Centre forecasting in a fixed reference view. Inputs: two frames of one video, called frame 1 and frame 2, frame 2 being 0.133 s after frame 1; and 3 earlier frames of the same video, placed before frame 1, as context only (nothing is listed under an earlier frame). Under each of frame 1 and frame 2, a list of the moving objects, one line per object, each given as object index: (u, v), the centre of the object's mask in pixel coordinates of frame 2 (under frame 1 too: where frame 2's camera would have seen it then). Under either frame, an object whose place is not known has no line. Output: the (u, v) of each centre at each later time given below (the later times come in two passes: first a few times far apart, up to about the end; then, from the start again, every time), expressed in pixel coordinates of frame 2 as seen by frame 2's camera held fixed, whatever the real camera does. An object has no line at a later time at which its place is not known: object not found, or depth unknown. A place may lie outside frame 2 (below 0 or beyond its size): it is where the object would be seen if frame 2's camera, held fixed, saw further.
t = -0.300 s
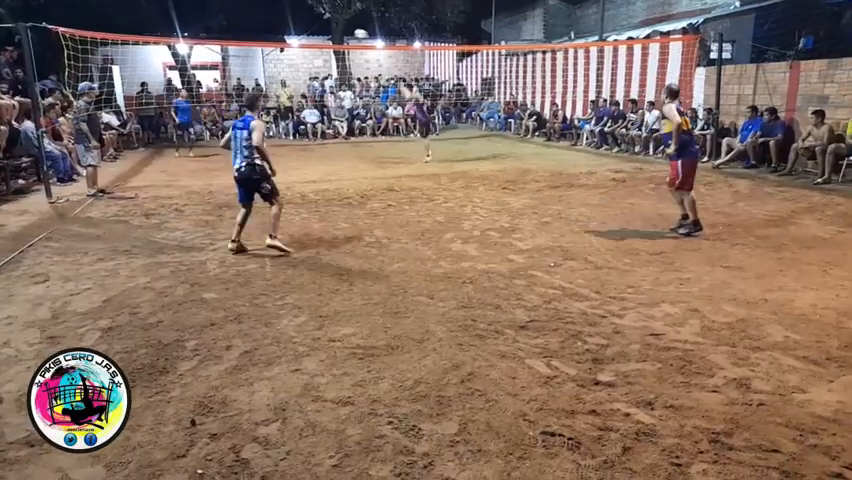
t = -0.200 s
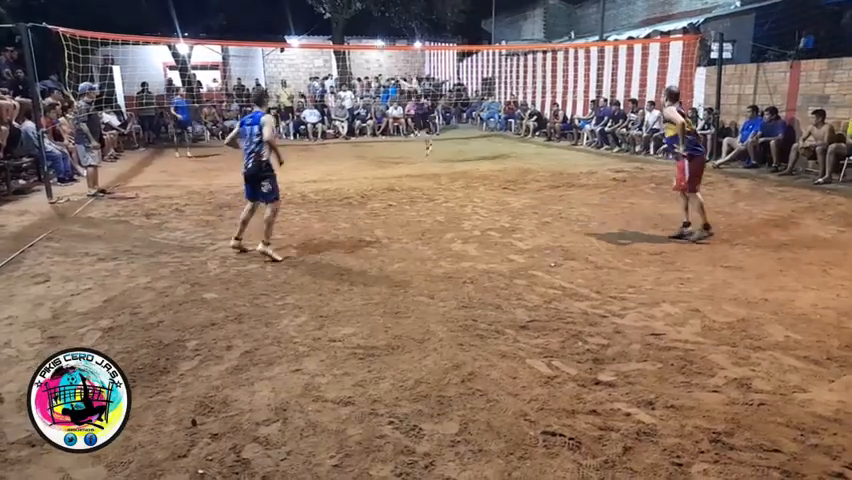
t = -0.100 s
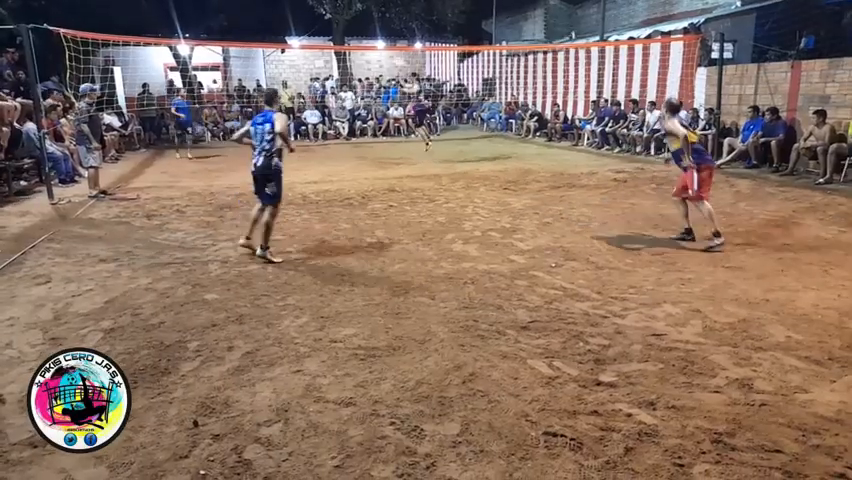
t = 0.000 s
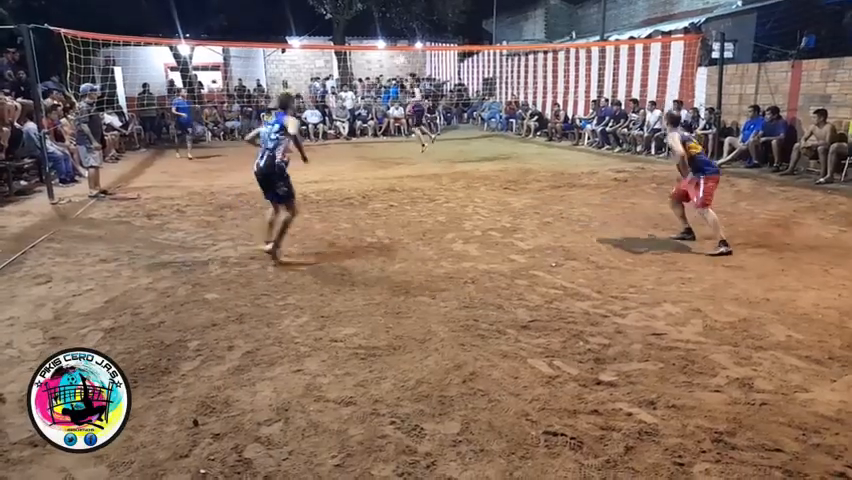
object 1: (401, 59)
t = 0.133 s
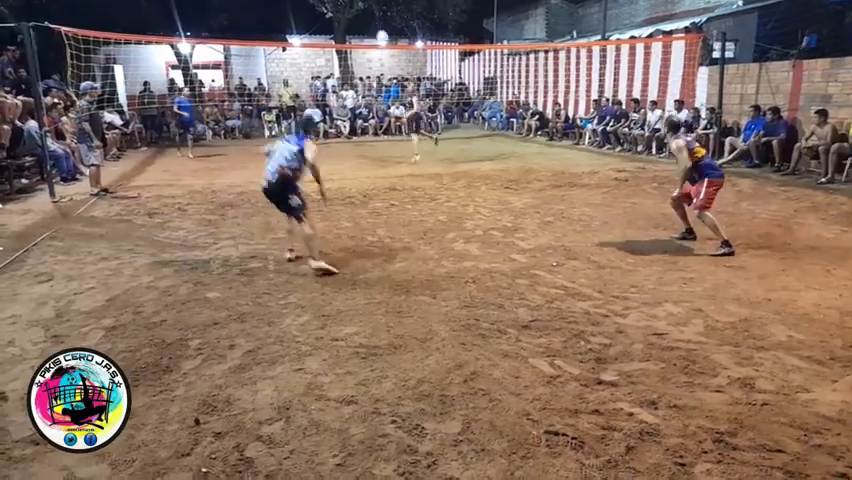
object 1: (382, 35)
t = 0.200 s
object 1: (373, 28)
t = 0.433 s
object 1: (330, 10)
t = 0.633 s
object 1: (287, 19)
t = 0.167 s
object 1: (377, 31)
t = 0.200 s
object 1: (373, 28)
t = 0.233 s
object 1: (367, 23)
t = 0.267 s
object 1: (361, 20)
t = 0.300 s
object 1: (355, 17)
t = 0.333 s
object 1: (349, 14)
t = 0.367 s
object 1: (343, 12)
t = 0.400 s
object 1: (337, 10)
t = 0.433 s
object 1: (330, 10)
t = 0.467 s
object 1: (324, 10)
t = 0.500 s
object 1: (318, 11)
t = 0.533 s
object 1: (309, 11)
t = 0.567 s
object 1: (302, 13)
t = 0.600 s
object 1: (294, 16)
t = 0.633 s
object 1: (287, 19)
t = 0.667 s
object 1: (279, 24)
